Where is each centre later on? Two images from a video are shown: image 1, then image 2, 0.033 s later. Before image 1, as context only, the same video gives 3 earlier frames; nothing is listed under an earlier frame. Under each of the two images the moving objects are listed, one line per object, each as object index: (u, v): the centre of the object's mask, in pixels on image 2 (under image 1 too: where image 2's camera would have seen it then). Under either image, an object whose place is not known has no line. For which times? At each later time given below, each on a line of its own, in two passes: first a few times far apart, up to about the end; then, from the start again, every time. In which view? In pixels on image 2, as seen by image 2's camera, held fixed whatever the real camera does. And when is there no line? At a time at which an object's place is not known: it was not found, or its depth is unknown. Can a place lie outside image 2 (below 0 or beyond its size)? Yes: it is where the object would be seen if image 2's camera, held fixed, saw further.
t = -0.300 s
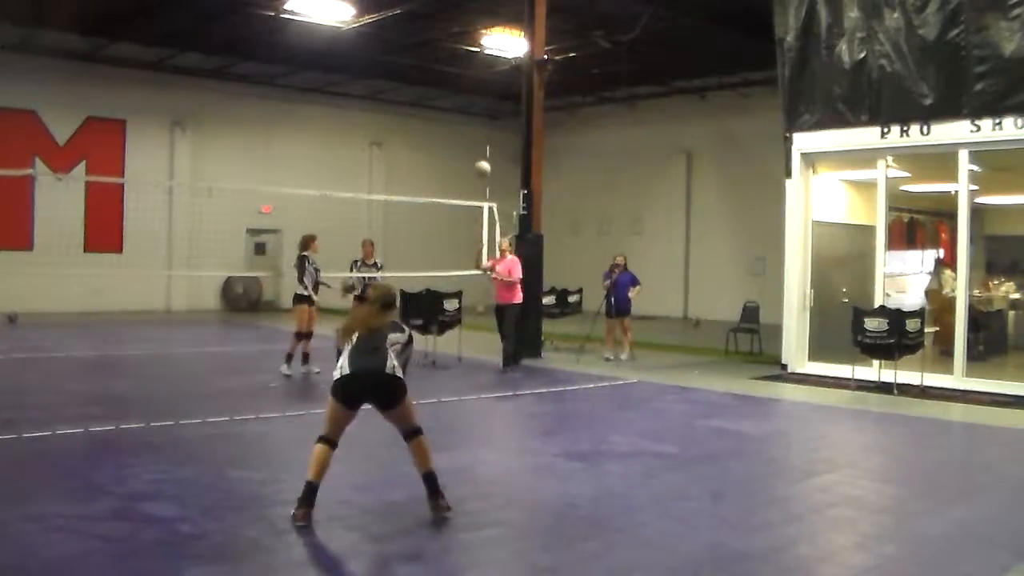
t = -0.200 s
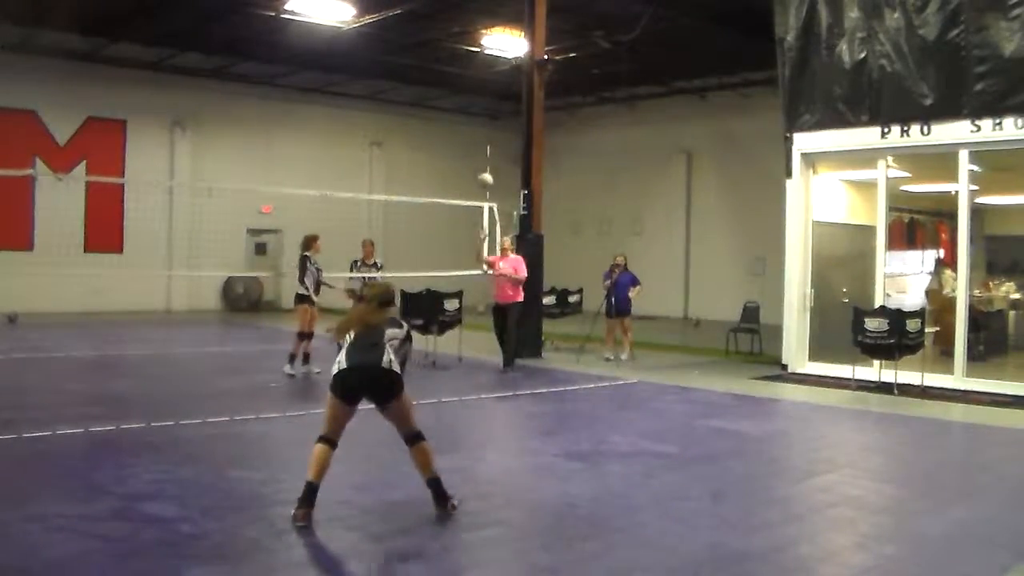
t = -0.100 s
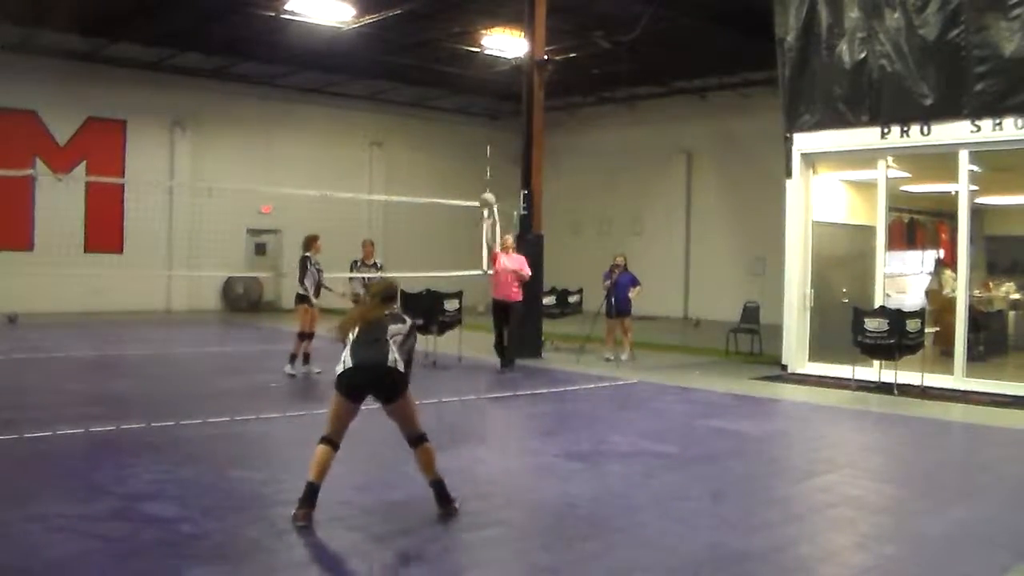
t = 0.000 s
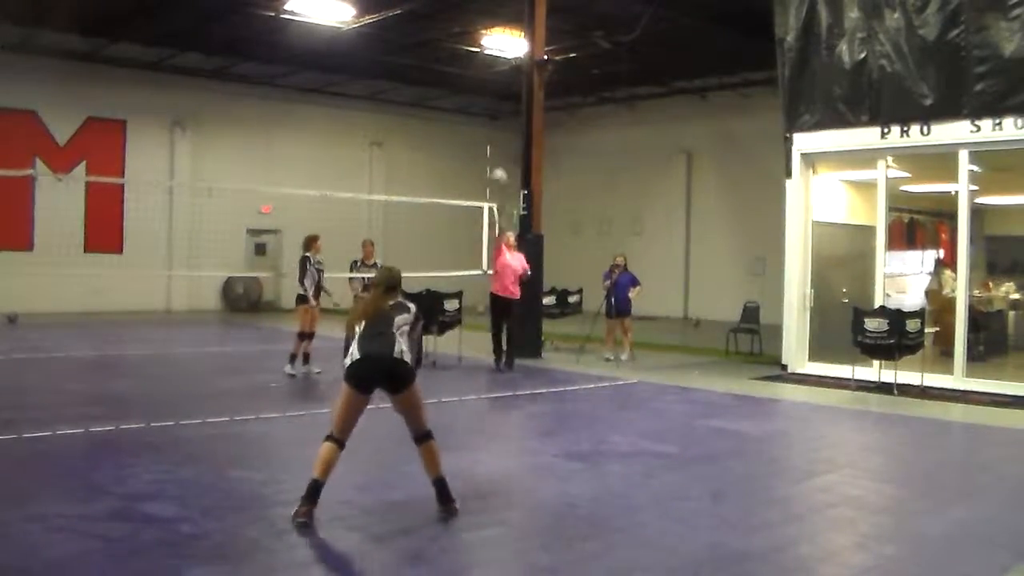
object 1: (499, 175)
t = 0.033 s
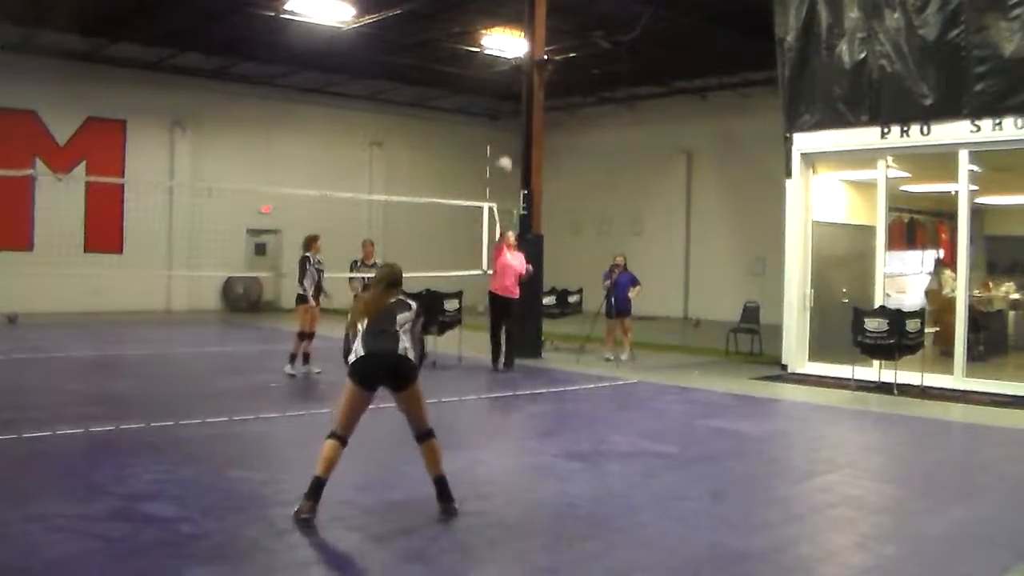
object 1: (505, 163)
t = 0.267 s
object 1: (545, 103)
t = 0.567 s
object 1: (610, 78)
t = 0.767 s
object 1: (665, 112)
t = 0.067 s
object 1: (510, 152)
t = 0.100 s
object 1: (515, 143)
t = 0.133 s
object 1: (521, 133)
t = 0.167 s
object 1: (526, 126)
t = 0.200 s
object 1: (532, 117)
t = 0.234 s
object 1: (539, 108)
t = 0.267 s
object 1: (545, 103)
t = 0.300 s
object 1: (552, 95)
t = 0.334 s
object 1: (557, 91)
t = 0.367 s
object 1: (564, 87)
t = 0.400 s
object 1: (572, 83)
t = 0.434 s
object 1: (579, 79)
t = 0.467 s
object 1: (587, 77)
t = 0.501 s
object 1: (594, 76)
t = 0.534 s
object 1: (602, 77)
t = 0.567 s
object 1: (610, 78)
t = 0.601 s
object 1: (619, 80)
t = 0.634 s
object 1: (628, 84)
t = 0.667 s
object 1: (635, 89)
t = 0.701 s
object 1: (645, 93)
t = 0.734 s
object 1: (655, 101)
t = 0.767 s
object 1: (665, 112)
